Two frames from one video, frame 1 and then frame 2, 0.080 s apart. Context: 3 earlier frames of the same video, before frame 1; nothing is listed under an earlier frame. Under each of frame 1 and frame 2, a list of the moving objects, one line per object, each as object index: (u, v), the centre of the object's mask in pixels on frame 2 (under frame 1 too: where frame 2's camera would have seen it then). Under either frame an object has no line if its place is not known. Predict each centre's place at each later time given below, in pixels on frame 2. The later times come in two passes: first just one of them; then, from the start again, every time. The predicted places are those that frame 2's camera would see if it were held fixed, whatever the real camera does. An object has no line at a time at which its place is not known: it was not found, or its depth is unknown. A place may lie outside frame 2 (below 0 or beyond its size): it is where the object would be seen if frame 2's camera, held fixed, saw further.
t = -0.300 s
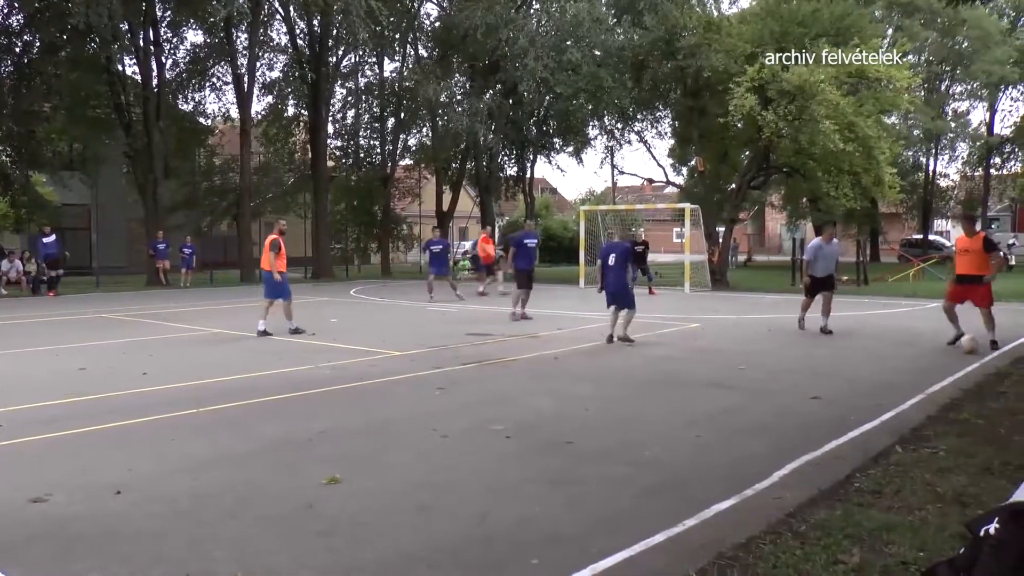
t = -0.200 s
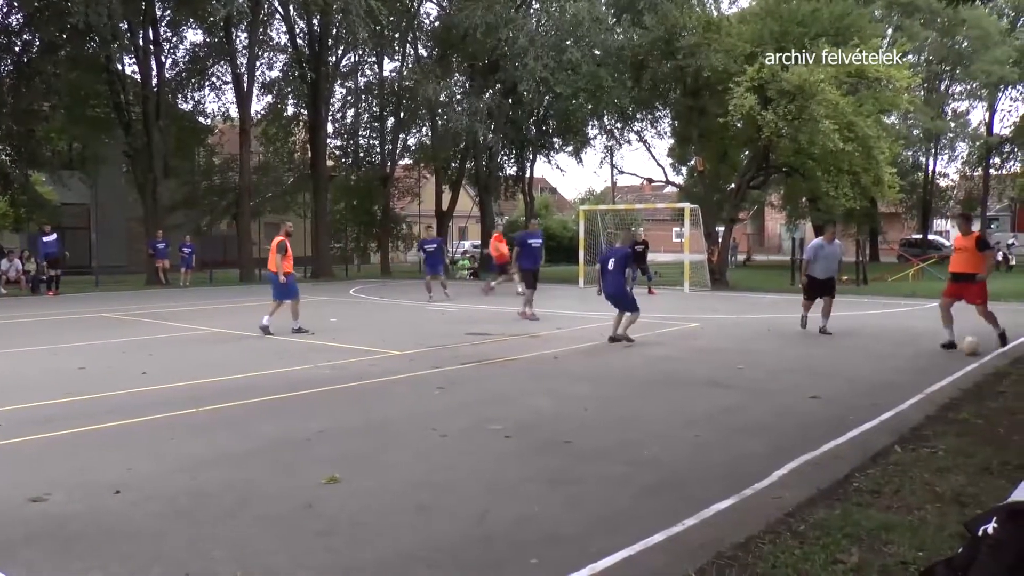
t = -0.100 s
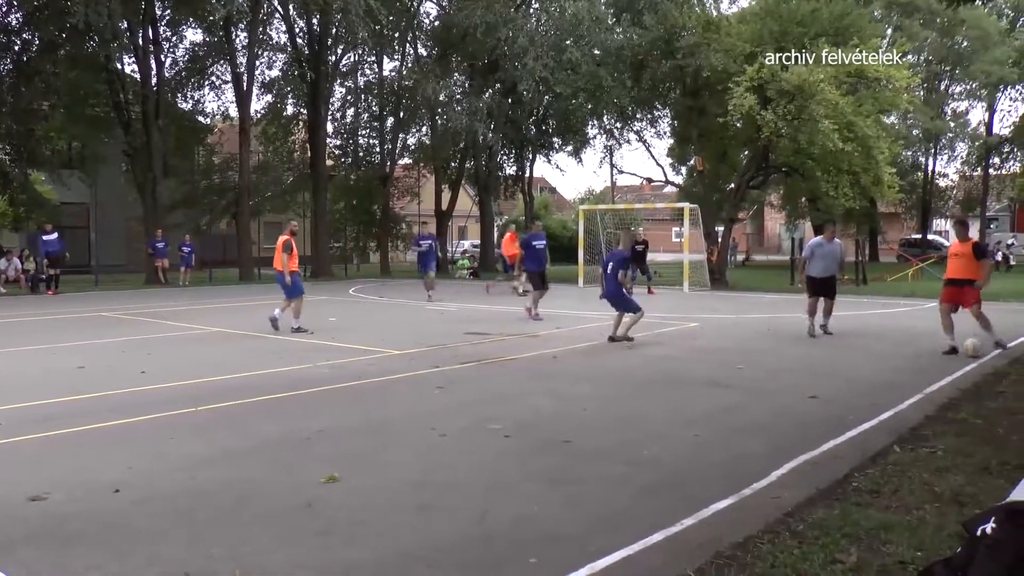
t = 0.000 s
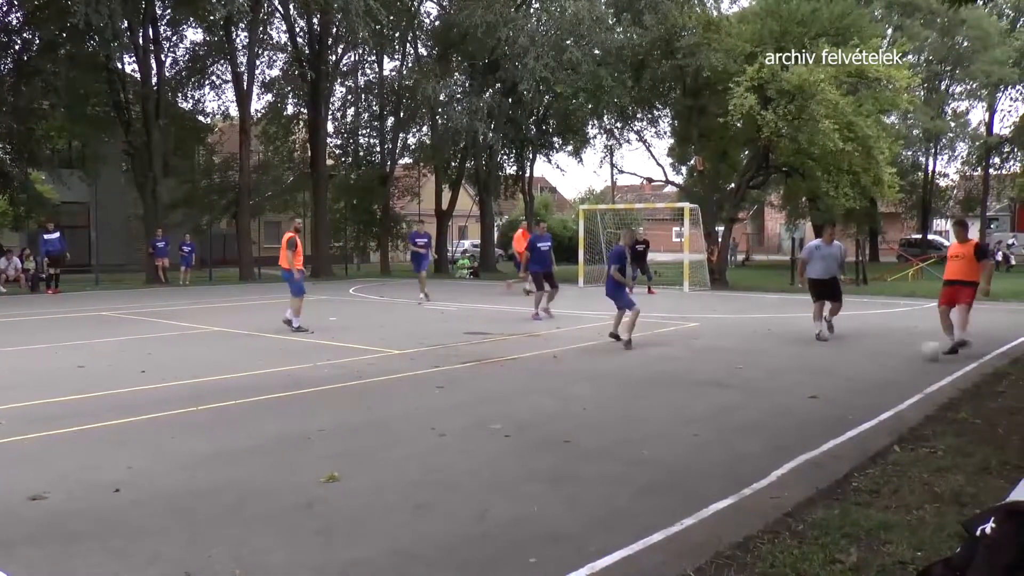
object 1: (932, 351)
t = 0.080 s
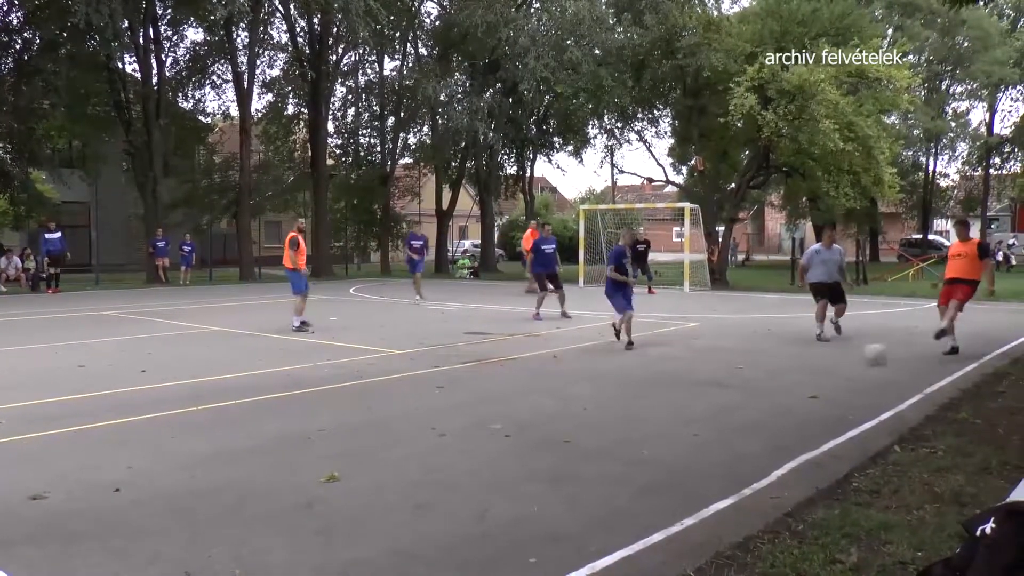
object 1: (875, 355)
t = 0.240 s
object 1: (756, 363)
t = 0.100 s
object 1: (860, 356)
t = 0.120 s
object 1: (845, 357)
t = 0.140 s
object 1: (830, 357)
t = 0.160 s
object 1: (816, 357)
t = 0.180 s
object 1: (803, 359)
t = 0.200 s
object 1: (787, 360)
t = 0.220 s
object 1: (771, 361)
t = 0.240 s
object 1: (756, 363)
